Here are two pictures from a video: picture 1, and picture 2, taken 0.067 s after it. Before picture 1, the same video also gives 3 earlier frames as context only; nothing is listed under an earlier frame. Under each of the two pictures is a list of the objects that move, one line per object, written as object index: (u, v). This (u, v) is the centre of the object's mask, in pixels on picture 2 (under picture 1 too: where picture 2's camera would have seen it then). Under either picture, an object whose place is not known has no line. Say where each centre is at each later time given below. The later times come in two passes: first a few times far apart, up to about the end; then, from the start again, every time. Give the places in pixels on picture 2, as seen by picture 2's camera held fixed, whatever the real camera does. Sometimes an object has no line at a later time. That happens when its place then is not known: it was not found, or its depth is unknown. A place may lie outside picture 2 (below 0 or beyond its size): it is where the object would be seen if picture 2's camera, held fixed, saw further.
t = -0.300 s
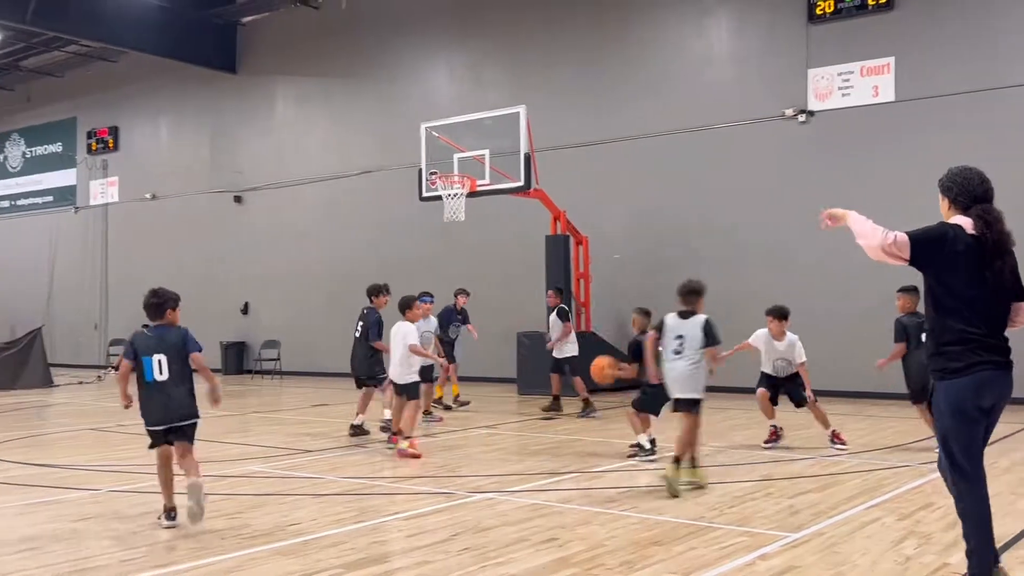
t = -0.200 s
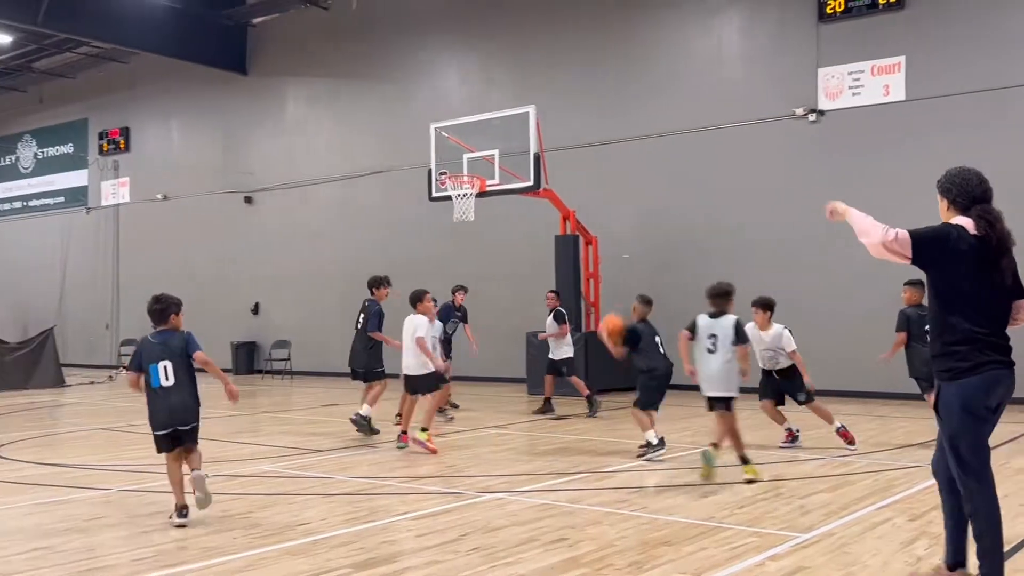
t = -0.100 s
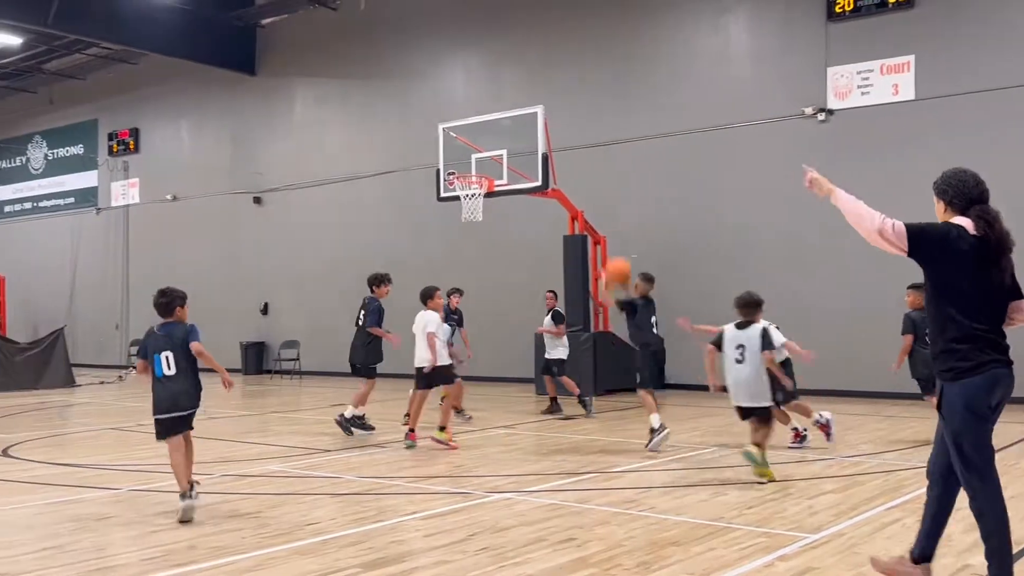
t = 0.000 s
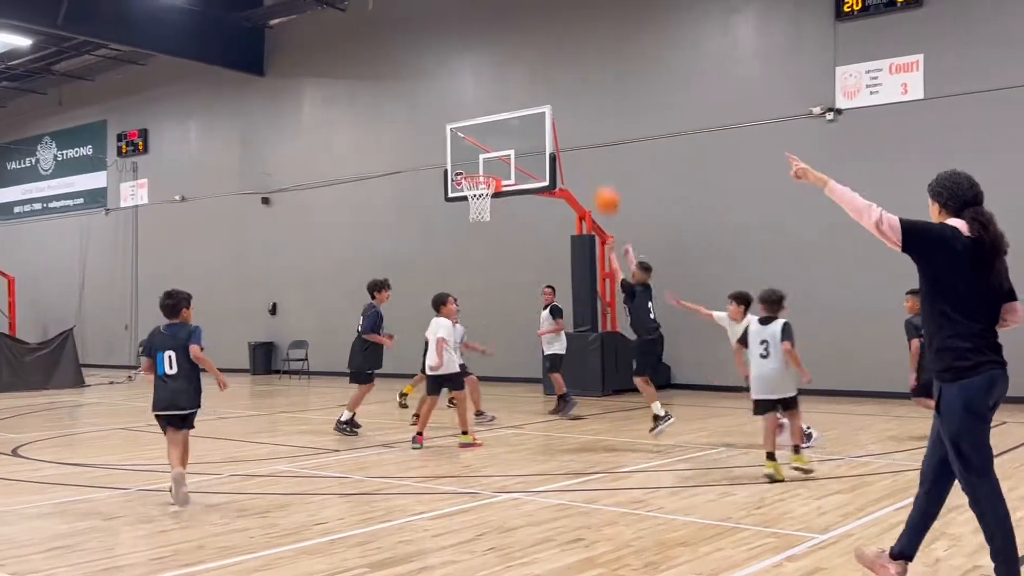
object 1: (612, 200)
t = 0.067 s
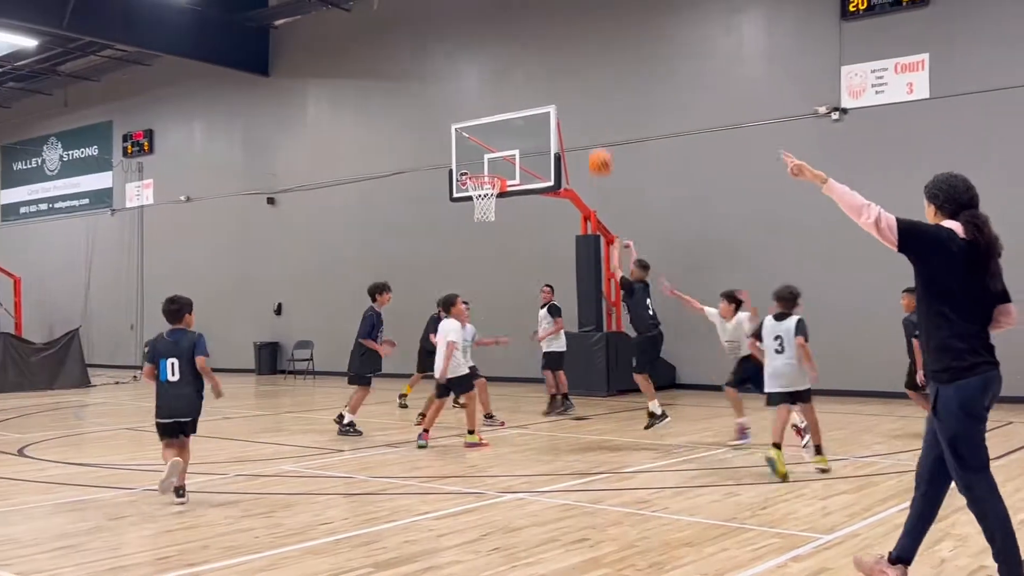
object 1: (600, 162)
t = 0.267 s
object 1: (566, 79)
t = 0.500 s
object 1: (535, 41)
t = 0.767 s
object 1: (506, 56)
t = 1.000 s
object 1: (485, 109)
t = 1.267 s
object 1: (457, 195)
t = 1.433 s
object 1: (424, 246)
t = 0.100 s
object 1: (594, 144)
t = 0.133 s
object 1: (587, 128)
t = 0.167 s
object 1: (582, 114)
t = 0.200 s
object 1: (576, 101)
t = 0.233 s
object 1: (571, 89)
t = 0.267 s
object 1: (566, 79)
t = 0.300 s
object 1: (561, 71)
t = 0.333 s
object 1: (557, 63)
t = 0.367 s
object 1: (553, 56)
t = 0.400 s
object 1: (548, 51)
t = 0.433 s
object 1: (543, 47)
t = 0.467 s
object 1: (539, 43)
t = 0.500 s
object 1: (535, 41)
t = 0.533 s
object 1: (531, 40)
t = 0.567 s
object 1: (527, 40)
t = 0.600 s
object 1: (524, 40)
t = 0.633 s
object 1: (520, 41)
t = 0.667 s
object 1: (516, 44)
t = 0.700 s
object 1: (513, 47)
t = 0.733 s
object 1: (510, 51)
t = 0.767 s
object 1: (506, 56)
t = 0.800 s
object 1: (503, 62)
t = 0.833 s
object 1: (500, 67)
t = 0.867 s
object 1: (497, 75)
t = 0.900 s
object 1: (494, 82)
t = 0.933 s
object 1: (491, 90)
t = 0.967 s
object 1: (488, 99)
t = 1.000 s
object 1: (485, 109)
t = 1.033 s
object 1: (482, 119)
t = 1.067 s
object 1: (480, 131)
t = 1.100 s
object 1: (477, 141)
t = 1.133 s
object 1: (475, 153)
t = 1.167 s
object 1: (473, 165)
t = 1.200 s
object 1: (468, 178)
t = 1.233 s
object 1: (464, 187)
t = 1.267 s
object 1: (457, 195)
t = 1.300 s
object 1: (450, 204)
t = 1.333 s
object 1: (444, 213)
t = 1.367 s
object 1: (437, 223)
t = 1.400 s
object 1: (431, 234)
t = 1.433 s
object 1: (424, 246)
